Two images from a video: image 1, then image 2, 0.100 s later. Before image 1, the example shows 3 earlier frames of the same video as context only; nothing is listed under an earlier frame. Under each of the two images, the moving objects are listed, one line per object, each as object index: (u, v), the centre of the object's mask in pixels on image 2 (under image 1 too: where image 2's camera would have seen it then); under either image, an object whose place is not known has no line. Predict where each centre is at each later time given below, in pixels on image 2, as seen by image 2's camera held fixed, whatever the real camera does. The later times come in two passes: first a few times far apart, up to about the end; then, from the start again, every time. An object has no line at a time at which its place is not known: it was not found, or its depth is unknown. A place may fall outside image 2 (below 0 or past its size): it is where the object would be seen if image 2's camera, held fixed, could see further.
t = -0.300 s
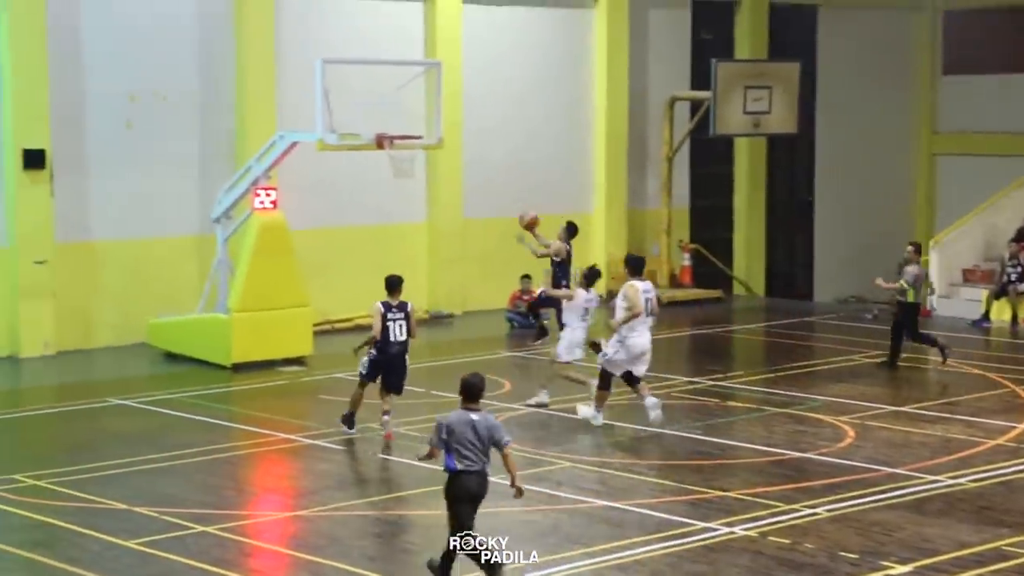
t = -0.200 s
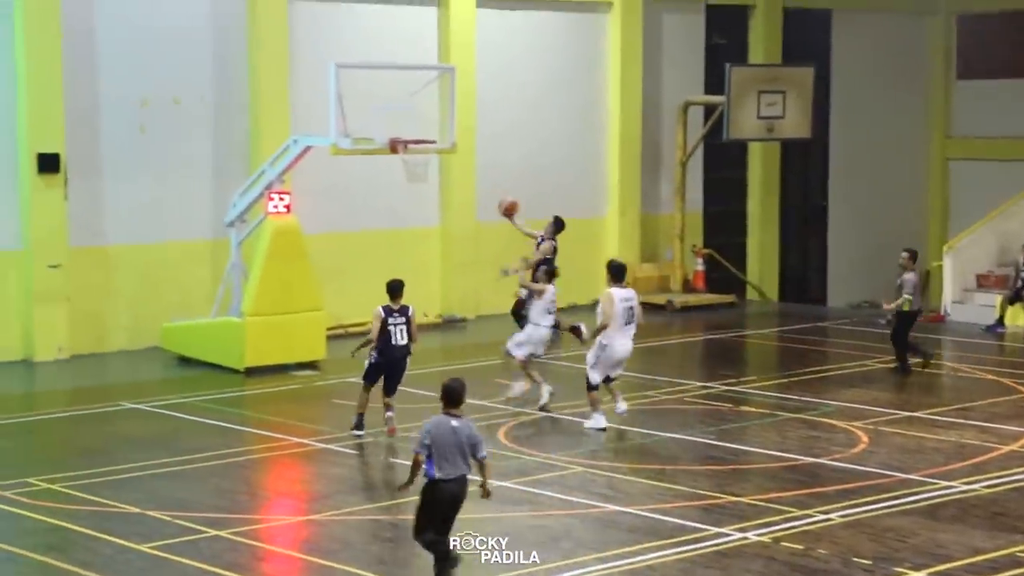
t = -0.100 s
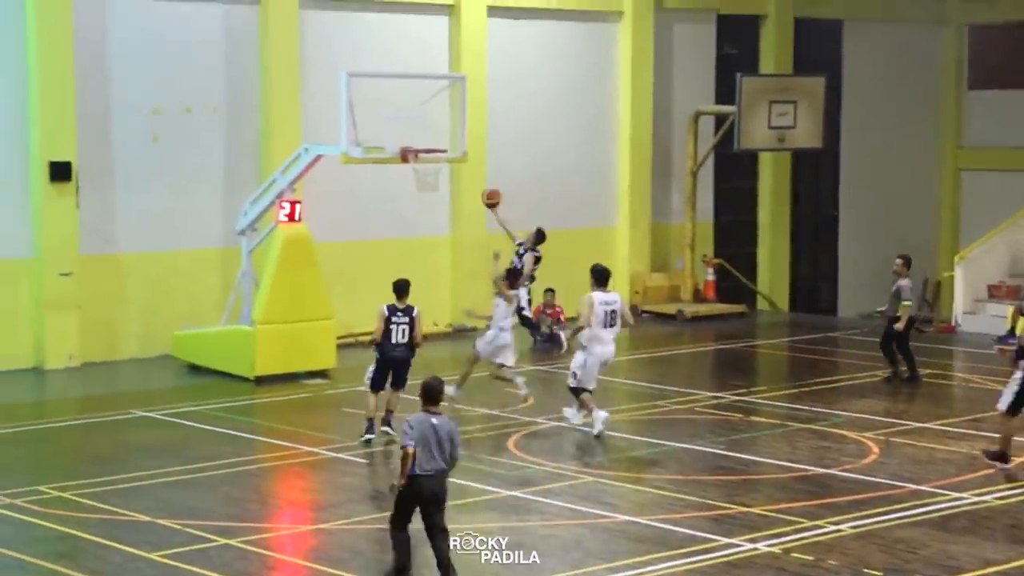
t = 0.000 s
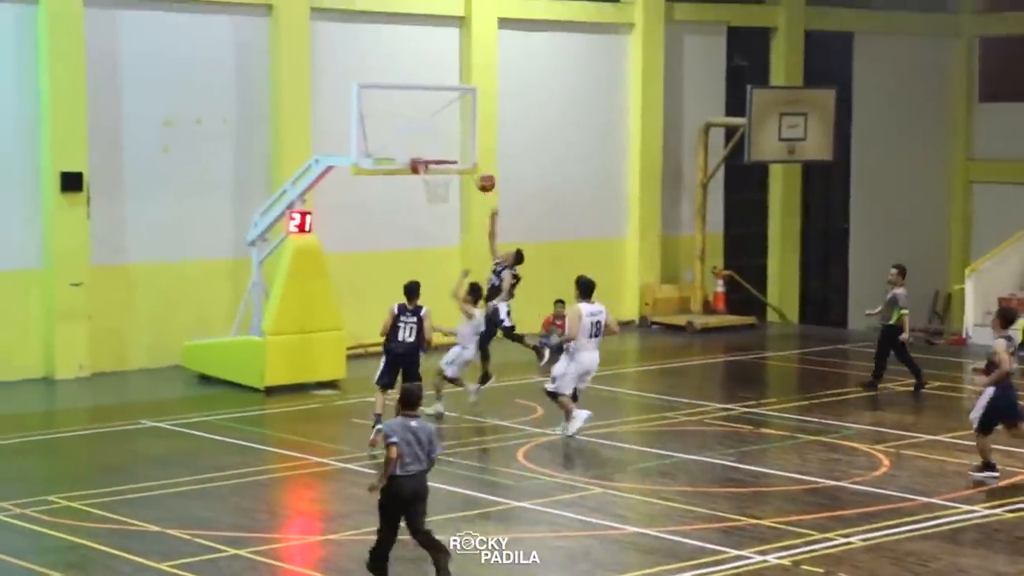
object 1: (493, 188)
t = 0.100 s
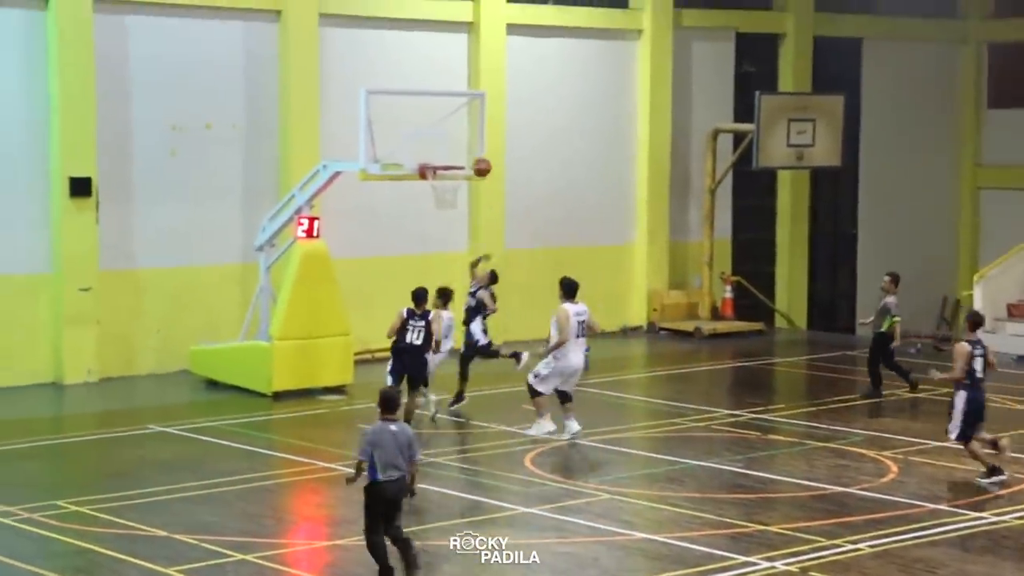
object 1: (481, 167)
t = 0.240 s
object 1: (464, 151)
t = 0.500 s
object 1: (436, 151)
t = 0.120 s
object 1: (479, 165)
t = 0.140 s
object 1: (477, 161)
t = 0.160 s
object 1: (474, 158)
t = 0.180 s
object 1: (472, 156)
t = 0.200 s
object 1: (469, 153)
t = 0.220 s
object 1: (466, 152)
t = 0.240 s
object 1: (464, 151)
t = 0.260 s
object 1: (462, 149)
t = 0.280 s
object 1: (459, 149)
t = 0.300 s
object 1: (457, 148)
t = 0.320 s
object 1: (454, 148)
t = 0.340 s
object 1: (452, 149)
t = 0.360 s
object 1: (450, 150)
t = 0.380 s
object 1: (447, 151)
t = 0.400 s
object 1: (445, 151)
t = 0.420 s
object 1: (443, 153)
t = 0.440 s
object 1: (440, 155)
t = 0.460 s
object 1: (438, 154)
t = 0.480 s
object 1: (435, 153)
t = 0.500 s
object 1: (436, 151)
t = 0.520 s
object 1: (436, 150)
